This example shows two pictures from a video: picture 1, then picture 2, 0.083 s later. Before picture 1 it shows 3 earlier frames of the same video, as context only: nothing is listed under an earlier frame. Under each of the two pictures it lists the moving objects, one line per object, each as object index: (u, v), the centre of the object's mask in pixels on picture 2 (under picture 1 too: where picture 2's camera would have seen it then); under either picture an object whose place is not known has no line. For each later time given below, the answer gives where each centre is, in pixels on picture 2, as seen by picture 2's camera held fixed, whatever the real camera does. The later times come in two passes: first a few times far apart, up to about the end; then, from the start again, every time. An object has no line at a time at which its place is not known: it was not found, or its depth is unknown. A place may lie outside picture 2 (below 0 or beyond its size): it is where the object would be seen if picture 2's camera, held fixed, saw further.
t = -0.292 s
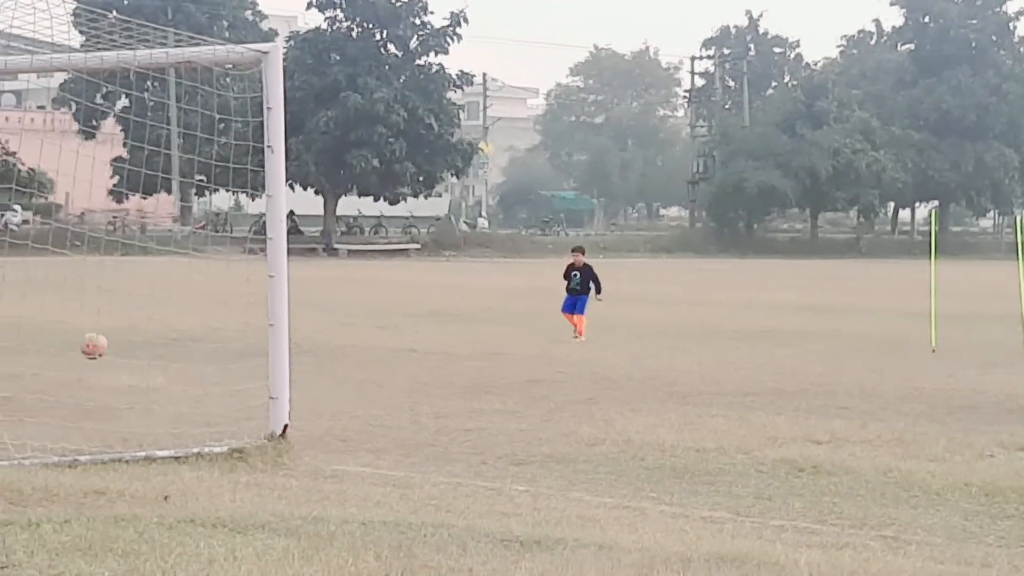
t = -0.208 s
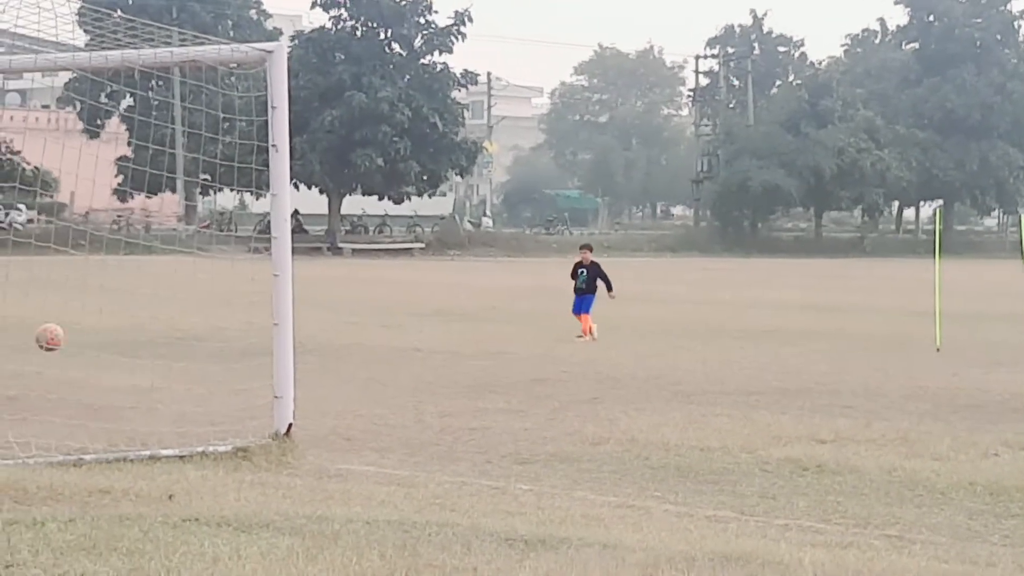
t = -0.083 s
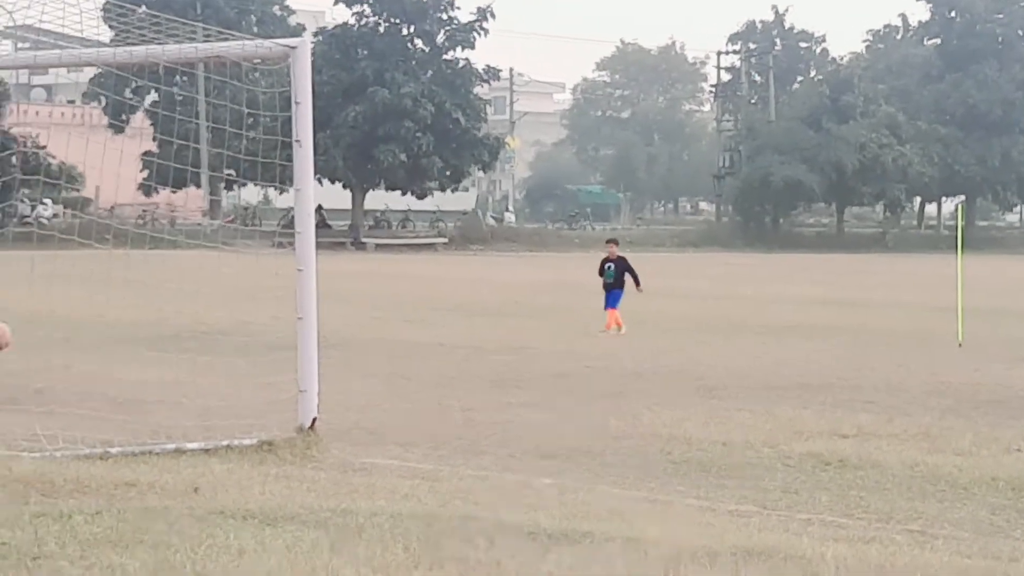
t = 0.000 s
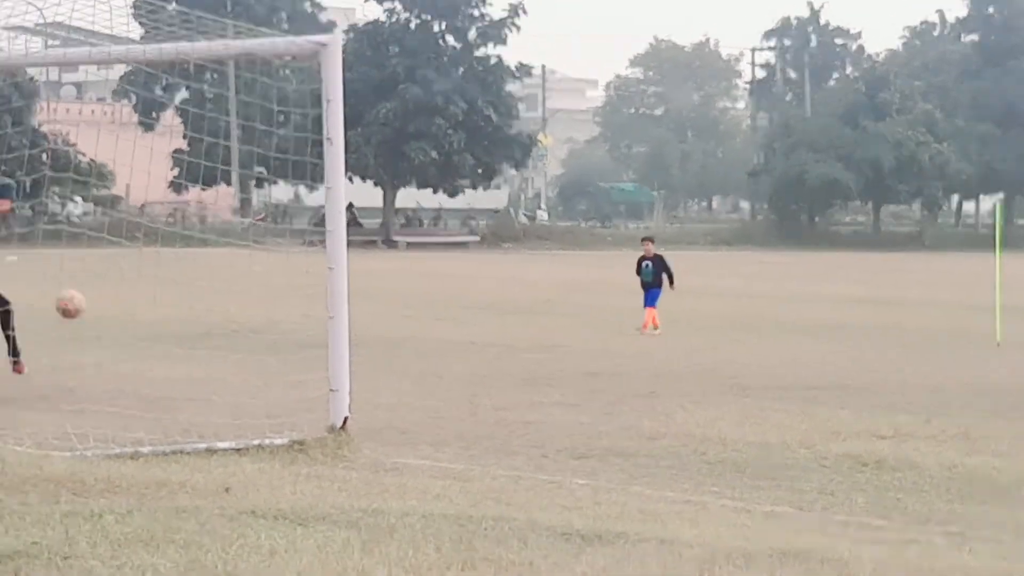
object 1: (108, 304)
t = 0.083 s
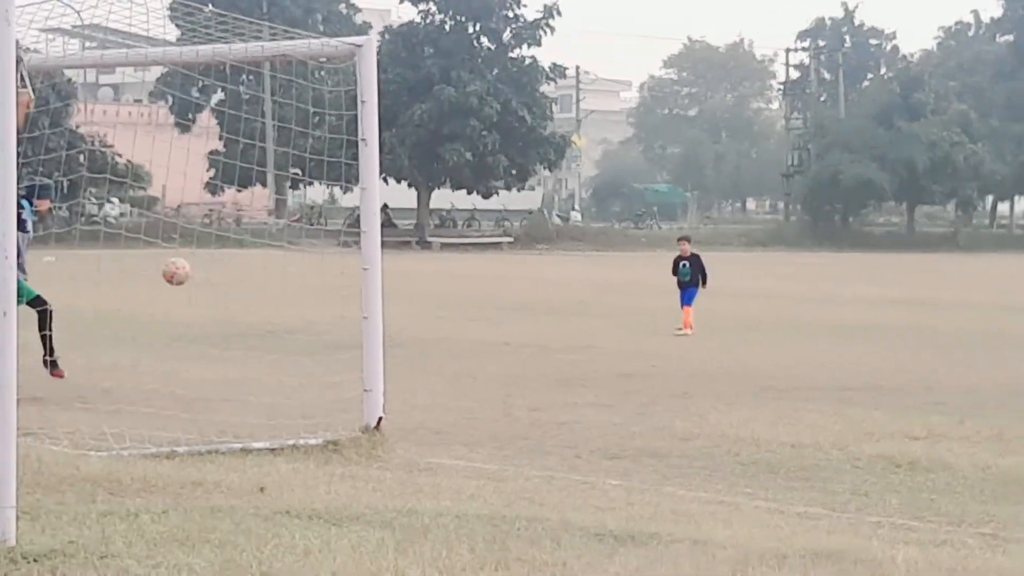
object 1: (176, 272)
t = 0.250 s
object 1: (305, 233)
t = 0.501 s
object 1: (472, 242)
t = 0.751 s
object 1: (611, 314)
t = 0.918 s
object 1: (677, 335)
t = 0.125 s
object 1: (209, 259)
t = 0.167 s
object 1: (242, 248)
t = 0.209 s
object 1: (274, 240)
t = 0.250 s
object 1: (305, 233)
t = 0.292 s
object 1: (335, 230)
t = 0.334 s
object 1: (357, 228)
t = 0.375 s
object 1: (394, 228)
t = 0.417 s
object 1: (419, 231)
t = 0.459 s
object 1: (445, 235)
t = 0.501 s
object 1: (472, 242)
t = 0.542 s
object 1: (497, 250)
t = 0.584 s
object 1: (521, 259)
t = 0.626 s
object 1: (544, 271)
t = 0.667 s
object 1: (567, 284)
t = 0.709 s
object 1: (589, 298)
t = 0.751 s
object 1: (611, 314)
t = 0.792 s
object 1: (632, 331)
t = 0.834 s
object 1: (654, 349)
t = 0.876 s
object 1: (668, 350)
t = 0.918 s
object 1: (677, 335)
